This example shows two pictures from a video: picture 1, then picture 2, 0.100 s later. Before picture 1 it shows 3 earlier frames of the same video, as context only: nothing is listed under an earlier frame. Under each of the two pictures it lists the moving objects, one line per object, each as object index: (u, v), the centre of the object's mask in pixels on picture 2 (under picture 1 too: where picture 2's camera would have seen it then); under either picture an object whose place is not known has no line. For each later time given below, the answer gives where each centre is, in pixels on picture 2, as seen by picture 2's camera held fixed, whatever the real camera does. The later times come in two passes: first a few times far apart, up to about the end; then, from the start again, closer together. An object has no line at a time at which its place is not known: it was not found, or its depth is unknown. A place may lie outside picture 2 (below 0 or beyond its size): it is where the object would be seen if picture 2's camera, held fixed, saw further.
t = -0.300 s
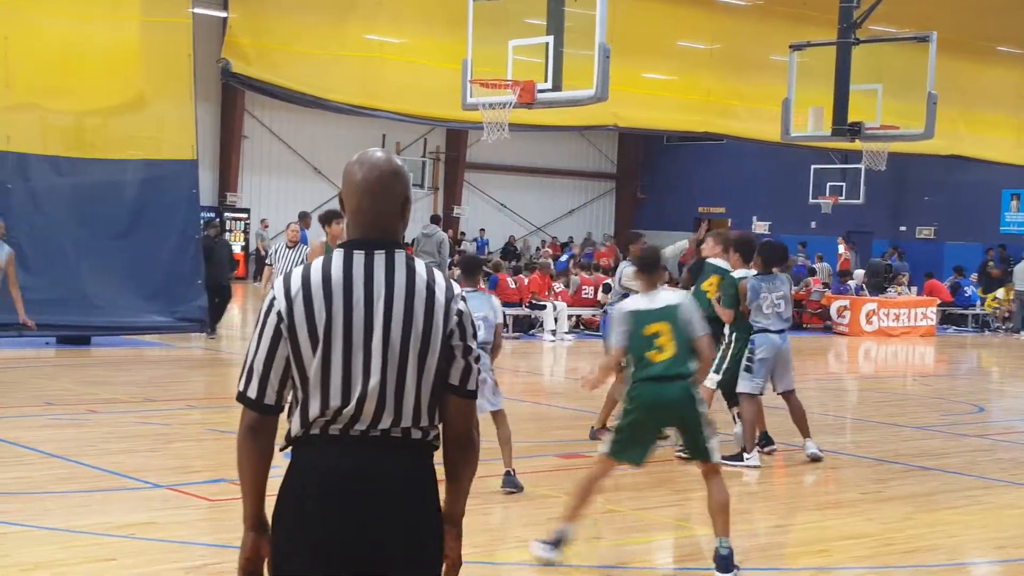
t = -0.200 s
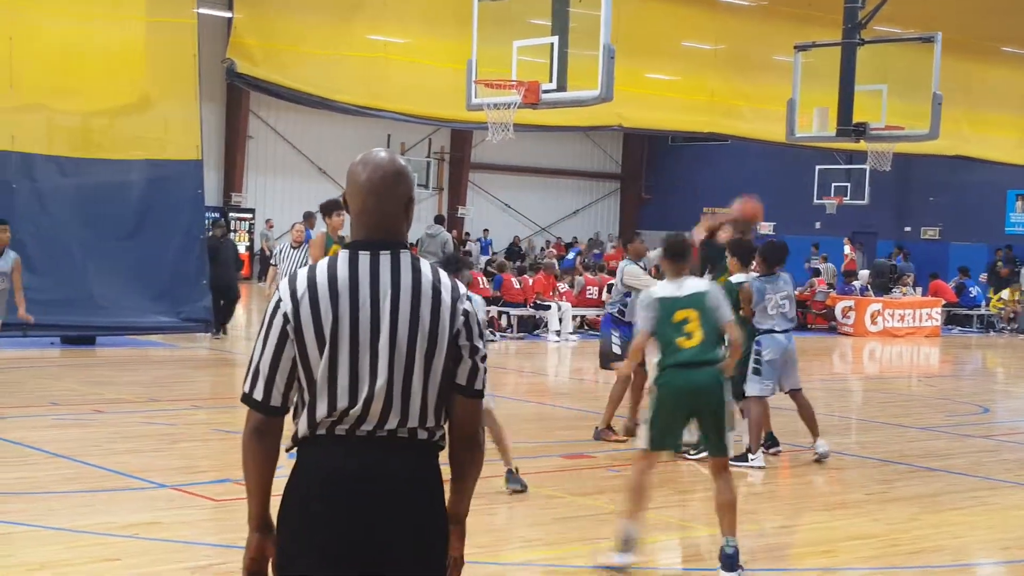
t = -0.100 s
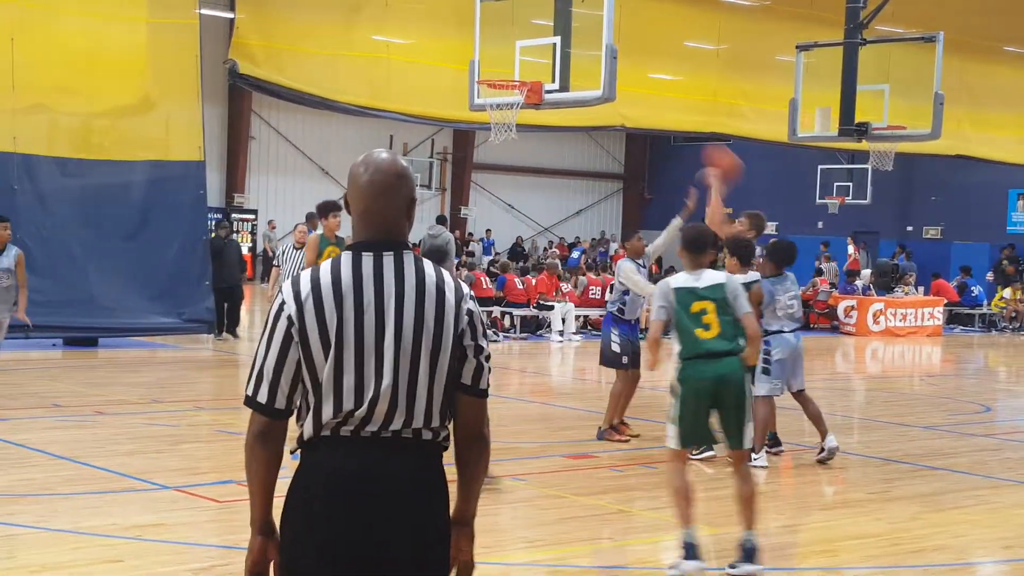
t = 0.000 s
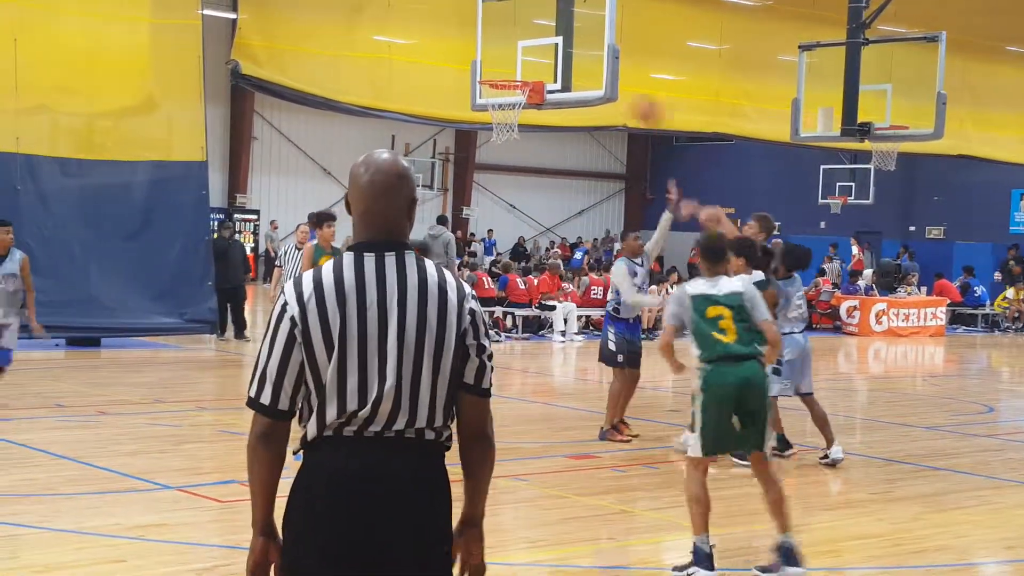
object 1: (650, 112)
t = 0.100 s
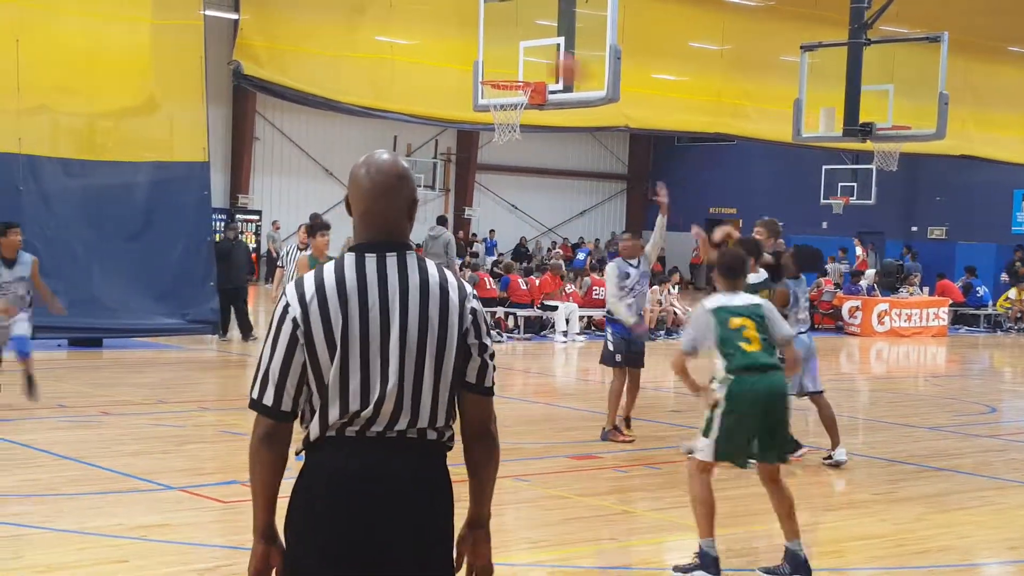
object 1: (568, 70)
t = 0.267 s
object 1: (420, 21)
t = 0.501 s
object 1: (193, 14)
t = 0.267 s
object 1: (420, 21)
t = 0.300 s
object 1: (389, 15)
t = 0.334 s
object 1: (357, 12)
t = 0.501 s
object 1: (193, 14)
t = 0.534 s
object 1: (161, 19)
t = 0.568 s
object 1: (125, 21)
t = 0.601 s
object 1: (89, 27)
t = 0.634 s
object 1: (52, 35)
